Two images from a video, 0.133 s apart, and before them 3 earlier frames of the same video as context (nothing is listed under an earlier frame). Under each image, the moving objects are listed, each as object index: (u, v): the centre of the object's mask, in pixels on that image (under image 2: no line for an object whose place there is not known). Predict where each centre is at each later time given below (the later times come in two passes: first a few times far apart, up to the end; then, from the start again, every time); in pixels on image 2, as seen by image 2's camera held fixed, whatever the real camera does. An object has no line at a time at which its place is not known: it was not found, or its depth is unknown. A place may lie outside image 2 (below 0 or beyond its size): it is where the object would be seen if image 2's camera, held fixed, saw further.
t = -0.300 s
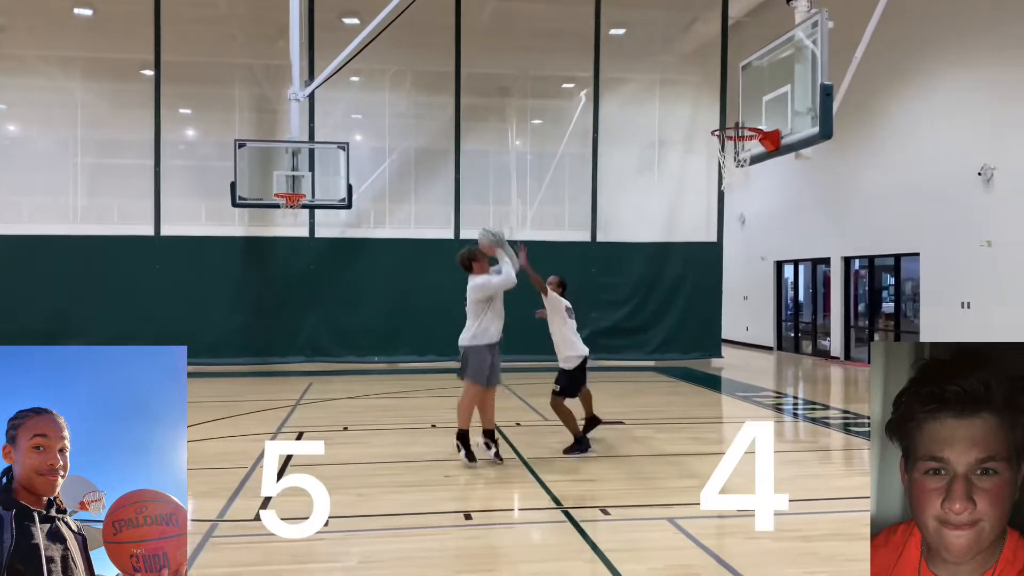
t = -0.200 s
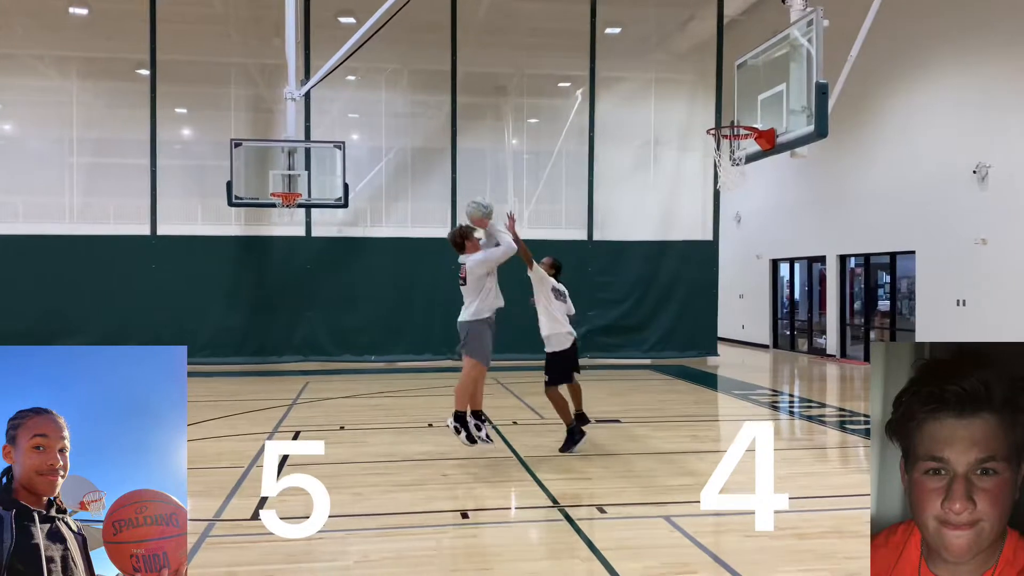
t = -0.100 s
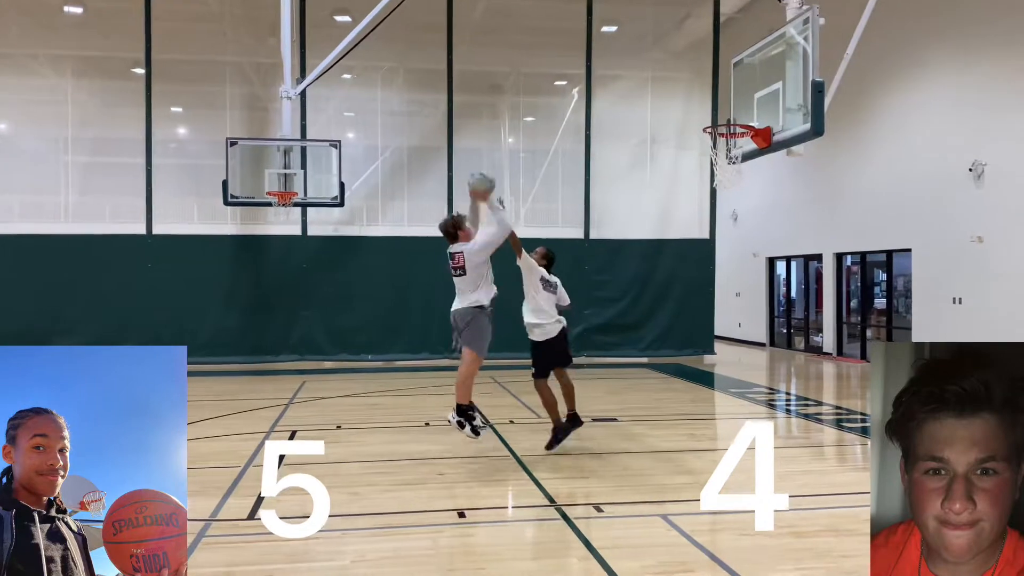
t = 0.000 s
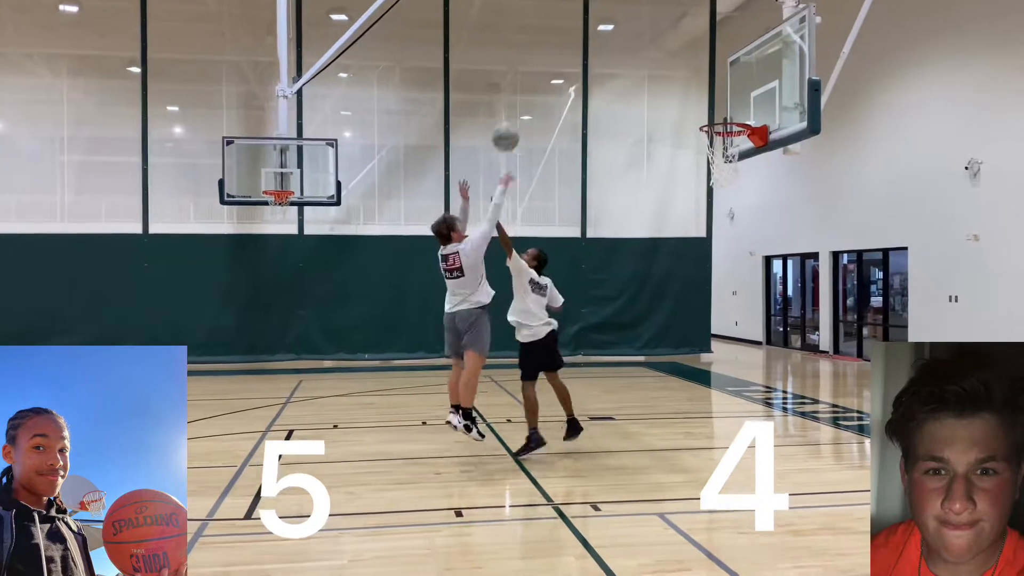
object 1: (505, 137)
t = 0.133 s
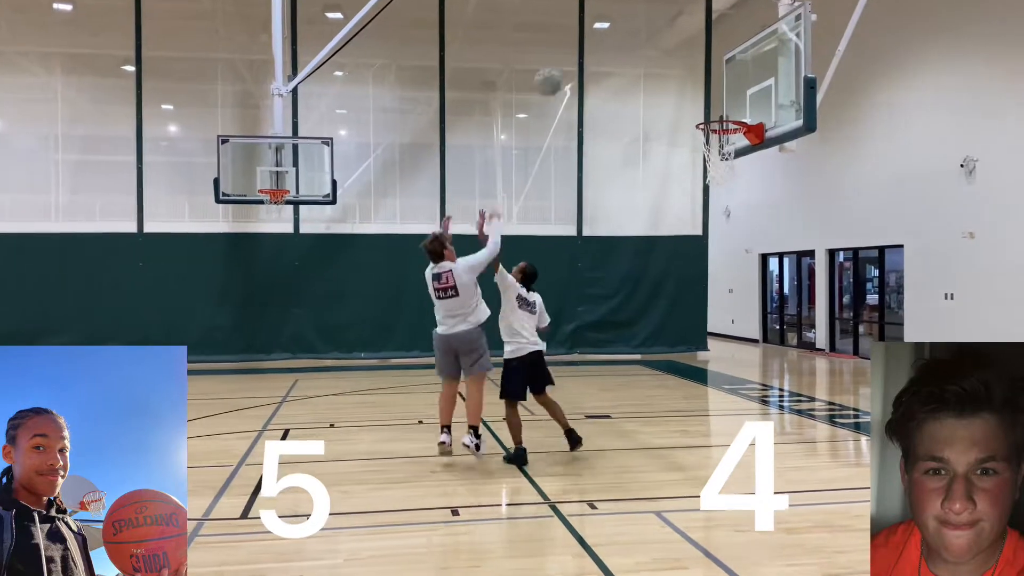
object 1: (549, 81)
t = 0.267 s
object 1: (591, 49)
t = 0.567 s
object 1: (688, 50)
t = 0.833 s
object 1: (751, 109)
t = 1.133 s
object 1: (726, 124)
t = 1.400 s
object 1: (704, 223)
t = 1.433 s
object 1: (702, 243)
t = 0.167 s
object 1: (560, 72)
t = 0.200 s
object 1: (570, 63)
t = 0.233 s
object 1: (581, 56)
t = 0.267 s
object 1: (591, 49)
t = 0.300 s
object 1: (603, 45)
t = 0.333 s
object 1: (613, 42)
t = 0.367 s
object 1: (625, 40)
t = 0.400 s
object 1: (635, 39)
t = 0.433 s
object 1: (646, 38)
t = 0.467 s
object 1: (656, 41)
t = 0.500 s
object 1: (667, 43)
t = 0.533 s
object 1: (677, 47)
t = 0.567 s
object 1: (688, 50)
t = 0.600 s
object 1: (698, 57)
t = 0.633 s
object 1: (709, 64)
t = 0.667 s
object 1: (716, 72)
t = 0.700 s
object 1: (725, 81)
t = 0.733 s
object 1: (734, 93)
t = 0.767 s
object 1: (745, 104)
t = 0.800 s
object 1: (752, 111)
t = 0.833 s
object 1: (751, 109)
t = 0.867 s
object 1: (747, 105)
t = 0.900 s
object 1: (745, 103)
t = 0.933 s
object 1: (743, 103)
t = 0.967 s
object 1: (740, 103)
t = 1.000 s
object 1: (737, 105)
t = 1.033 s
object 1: (734, 108)
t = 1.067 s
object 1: (732, 112)
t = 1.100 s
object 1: (729, 118)
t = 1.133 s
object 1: (726, 124)
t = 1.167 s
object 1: (724, 132)
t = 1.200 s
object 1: (721, 141)
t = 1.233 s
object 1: (718, 151)
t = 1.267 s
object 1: (716, 164)
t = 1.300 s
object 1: (713, 177)
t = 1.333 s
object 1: (710, 191)
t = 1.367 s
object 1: (708, 207)
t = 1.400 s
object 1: (704, 223)
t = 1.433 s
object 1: (702, 243)
